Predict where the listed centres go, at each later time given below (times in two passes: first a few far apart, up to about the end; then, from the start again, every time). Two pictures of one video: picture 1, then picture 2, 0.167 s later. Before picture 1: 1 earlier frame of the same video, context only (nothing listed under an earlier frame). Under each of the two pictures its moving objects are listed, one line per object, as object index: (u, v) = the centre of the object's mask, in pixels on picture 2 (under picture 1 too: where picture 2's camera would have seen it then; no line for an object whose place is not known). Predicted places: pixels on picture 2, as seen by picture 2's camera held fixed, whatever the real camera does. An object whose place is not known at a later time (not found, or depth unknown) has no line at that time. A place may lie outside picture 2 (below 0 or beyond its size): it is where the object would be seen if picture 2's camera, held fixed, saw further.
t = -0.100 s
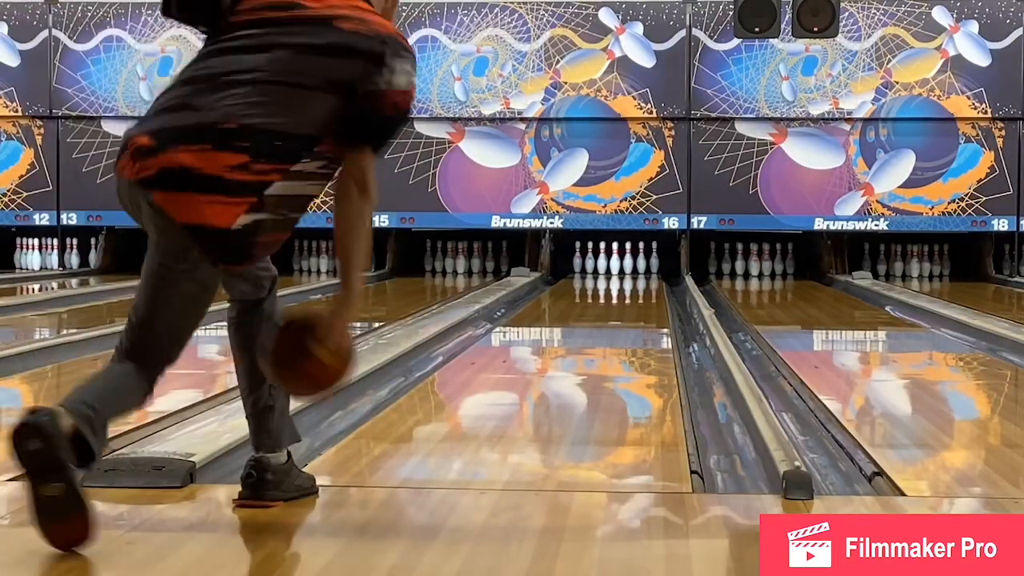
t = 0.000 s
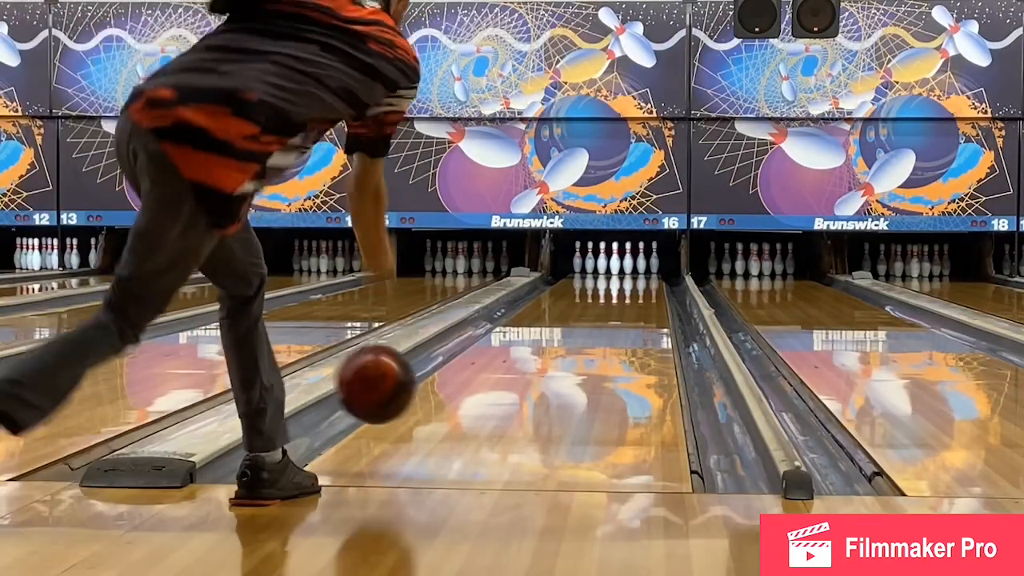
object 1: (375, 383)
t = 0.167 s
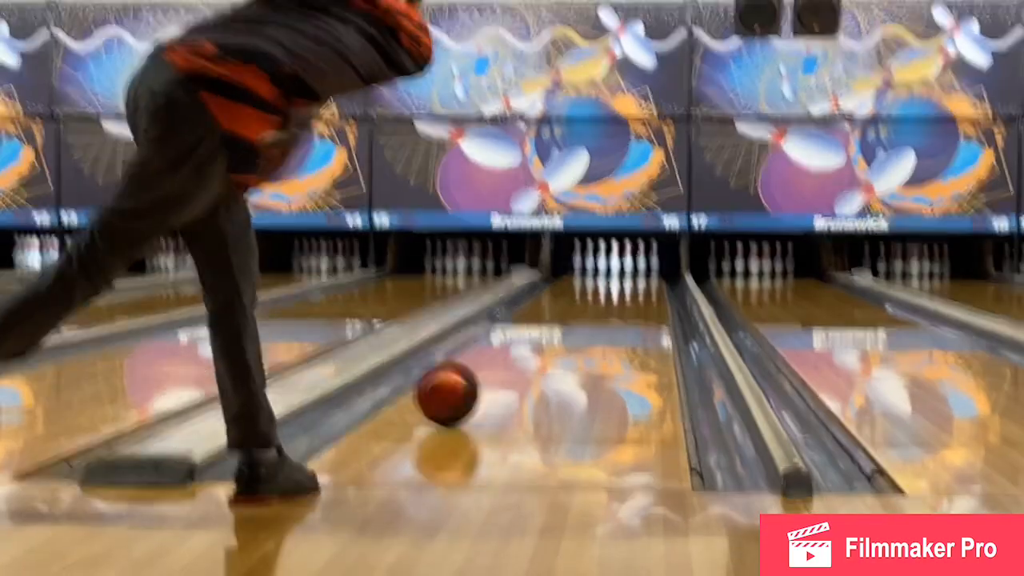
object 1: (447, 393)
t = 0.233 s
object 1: (468, 381)
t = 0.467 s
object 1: (523, 349)
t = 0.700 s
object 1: (559, 327)
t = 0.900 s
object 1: (580, 314)
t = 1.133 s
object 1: (598, 301)
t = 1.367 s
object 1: (611, 291)
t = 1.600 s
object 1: (621, 284)
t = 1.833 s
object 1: (629, 277)
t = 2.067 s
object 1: (630, 273)
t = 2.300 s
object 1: (627, 269)
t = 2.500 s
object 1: (621, 266)
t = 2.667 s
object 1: (616, 264)
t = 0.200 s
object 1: (459, 386)
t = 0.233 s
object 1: (468, 381)
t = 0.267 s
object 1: (478, 376)
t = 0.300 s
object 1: (487, 370)
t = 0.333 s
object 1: (495, 365)
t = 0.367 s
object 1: (502, 361)
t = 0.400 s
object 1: (510, 357)
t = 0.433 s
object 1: (516, 353)
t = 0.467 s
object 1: (523, 349)
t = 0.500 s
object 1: (529, 346)
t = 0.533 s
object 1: (535, 342)
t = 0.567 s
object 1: (540, 339)
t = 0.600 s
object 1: (545, 336)
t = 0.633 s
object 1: (550, 333)
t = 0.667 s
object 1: (554, 331)
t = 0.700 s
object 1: (559, 327)
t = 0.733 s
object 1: (563, 325)
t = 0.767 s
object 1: (566, 323)
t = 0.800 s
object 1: (569, 321)
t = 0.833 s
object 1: (573, 318)
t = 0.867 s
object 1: (577, 316)
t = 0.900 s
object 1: (580, 314)
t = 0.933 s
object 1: (583, 312)
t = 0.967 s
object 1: (586, 310)
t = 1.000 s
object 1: (589, 307)
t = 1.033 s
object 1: (591, 305)
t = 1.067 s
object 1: (594, 304)
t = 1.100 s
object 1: (596, 303)
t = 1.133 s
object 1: (598, 301)
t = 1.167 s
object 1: (601, 300)
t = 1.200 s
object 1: (603, 298)
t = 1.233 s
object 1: (605, 297)
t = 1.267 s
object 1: (606, 296)
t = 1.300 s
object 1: (607, 294)
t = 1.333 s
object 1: (609, 293)
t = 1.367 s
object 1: (611, 291)
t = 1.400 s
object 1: (614, 290)
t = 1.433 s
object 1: (615, 289)
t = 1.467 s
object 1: (616, 288)
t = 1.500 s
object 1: (617, 287)
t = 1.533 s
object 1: (620, 285)
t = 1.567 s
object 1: (621, 285)
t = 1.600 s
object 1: (621, 284)
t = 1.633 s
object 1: (622, 283)
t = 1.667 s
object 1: (623, 282)
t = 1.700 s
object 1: (625, 281)
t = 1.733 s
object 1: (626, 280)
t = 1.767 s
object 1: (627, 279)
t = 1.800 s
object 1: (628, 278)
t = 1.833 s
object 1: (629, 277)
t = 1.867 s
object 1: (629, 277)
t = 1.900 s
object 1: (629, 276)
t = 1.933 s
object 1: (630, 275)
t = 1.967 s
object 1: (630, 275)
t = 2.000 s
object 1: (630, 274)
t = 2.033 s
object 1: (630, 273)
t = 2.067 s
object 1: (630, 273)
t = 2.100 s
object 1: (630, 272)
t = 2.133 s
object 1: (630, 272)
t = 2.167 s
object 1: (630, 271)
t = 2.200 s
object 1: (630, 270)
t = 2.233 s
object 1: (629, 270)
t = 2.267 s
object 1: (629, 270)
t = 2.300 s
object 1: (627, 269)
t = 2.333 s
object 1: (627, 269)
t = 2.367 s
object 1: (627, 268)
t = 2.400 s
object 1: (626, 268)
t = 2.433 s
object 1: (625, 268)
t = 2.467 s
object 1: (623, 266)
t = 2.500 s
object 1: (621, 266)
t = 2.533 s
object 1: (620, 265)
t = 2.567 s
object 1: (618, 265)
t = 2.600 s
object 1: (618, 265)
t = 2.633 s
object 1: (618, 265)
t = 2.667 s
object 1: (616, 264)
